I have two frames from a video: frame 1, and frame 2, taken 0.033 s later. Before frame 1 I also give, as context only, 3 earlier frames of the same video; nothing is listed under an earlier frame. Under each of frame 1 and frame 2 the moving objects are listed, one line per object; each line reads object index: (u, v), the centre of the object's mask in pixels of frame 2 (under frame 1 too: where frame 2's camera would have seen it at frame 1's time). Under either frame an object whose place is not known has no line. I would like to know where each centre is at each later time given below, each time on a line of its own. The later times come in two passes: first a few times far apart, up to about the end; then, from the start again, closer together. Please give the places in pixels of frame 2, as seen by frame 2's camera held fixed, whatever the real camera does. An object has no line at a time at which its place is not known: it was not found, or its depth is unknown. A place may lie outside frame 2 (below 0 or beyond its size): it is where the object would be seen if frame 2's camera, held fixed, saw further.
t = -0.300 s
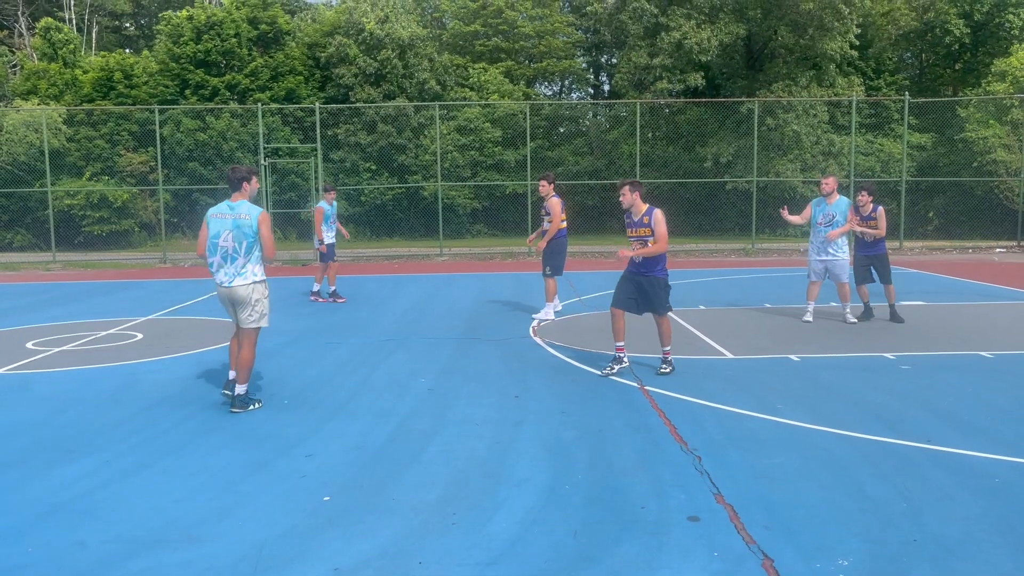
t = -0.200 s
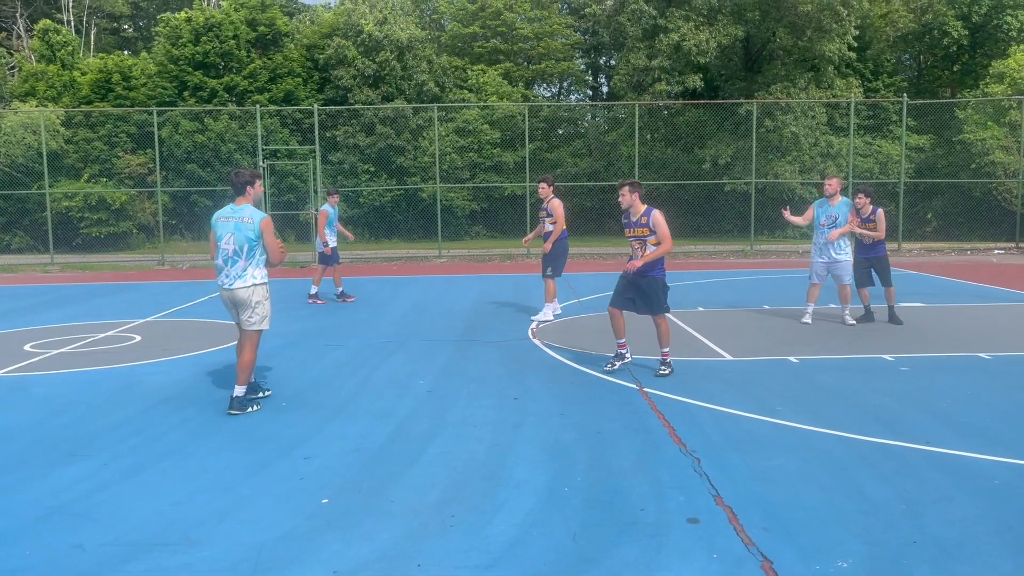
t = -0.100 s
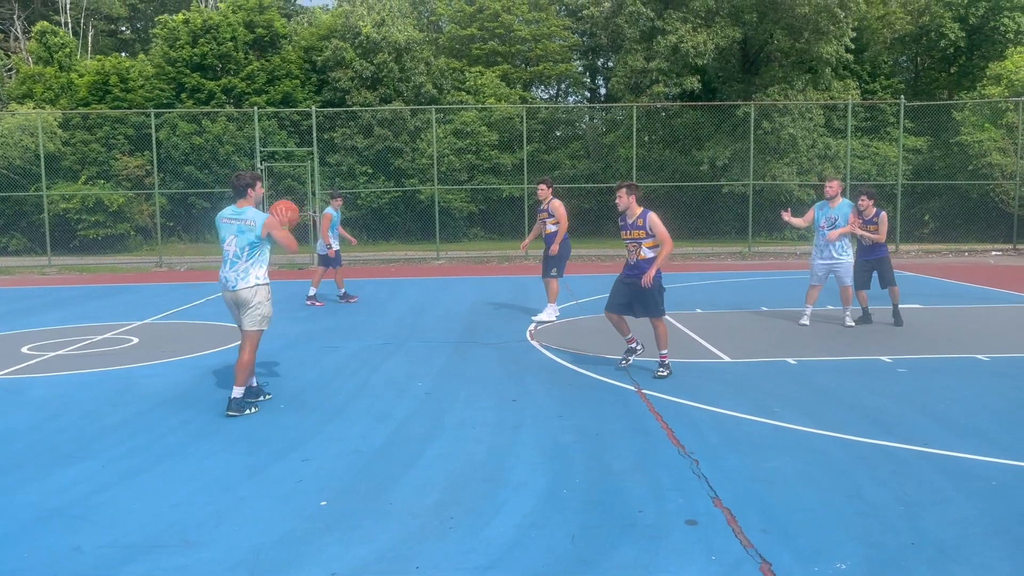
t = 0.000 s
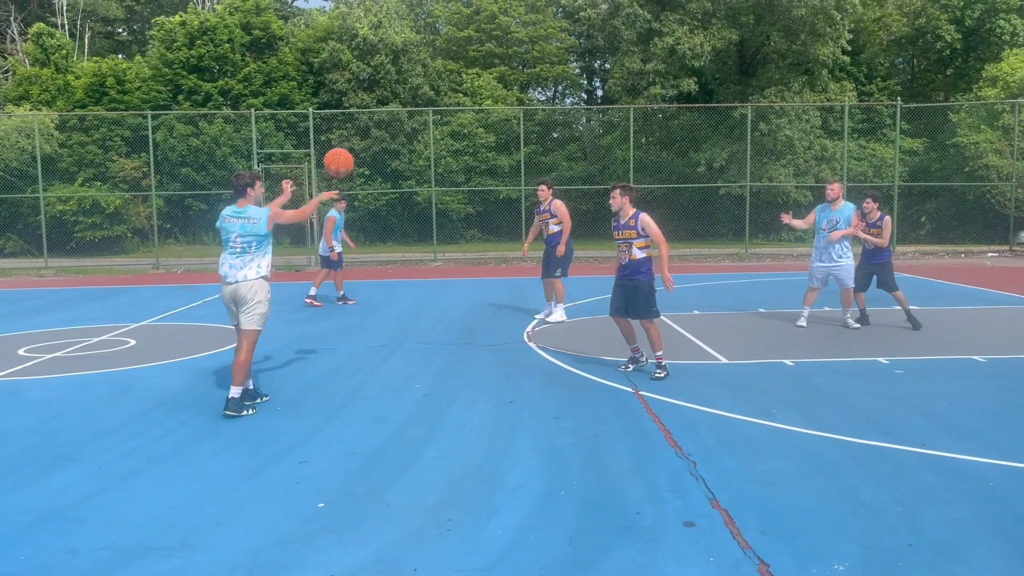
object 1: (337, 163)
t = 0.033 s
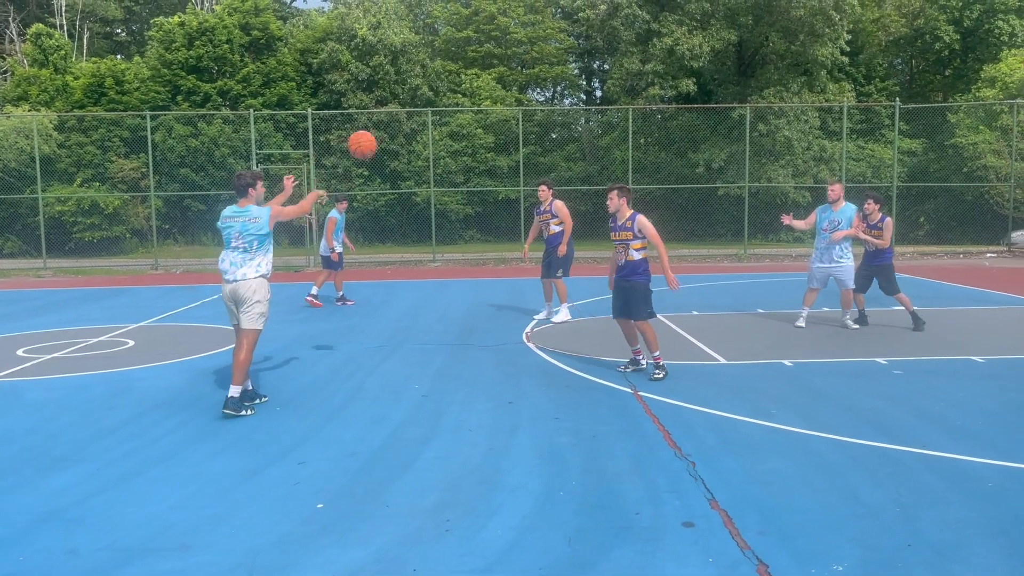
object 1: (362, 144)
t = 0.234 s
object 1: (493, 72)
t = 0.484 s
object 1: (624, 50)
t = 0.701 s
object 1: (715, 77)
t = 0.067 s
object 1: (386, 128)
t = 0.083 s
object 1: (397, 121)
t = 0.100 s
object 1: (409, 114)
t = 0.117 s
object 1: (420, 107)
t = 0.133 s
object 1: (431, 101)
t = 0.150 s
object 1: (442, 96)
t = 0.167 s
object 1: (452, 90)
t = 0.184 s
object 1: (463, 86)
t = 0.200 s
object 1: (473, 80)
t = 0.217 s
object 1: (483, 76)
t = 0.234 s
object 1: (493, 72)
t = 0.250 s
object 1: (503, 69)
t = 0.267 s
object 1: (512, 66)
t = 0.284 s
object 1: (522, 63)
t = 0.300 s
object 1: (531, 60)
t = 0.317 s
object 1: (540, 58)
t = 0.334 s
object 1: (549, 56)
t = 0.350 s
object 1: (558, 54)
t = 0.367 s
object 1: (567, 53)
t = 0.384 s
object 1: (576, 51)
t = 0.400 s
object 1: (584, 51)
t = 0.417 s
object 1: (592, 50)
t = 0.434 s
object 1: (601, 50)
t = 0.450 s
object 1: (609, 50)
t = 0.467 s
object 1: (616, 50)
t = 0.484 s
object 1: (624, 50)
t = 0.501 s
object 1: (632, 51)
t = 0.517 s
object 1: (639, 52)
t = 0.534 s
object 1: (647, 53)
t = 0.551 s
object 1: (654, 54)
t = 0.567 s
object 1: (661, 56)
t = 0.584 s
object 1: (668, 58)
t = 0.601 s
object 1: (676, 60)
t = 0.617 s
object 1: (683, 63)
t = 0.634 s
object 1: (689, 65)
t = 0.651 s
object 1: (696, 68)
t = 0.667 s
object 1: (703, 71)
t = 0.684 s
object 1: (709, 74)
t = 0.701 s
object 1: (715, 77)
